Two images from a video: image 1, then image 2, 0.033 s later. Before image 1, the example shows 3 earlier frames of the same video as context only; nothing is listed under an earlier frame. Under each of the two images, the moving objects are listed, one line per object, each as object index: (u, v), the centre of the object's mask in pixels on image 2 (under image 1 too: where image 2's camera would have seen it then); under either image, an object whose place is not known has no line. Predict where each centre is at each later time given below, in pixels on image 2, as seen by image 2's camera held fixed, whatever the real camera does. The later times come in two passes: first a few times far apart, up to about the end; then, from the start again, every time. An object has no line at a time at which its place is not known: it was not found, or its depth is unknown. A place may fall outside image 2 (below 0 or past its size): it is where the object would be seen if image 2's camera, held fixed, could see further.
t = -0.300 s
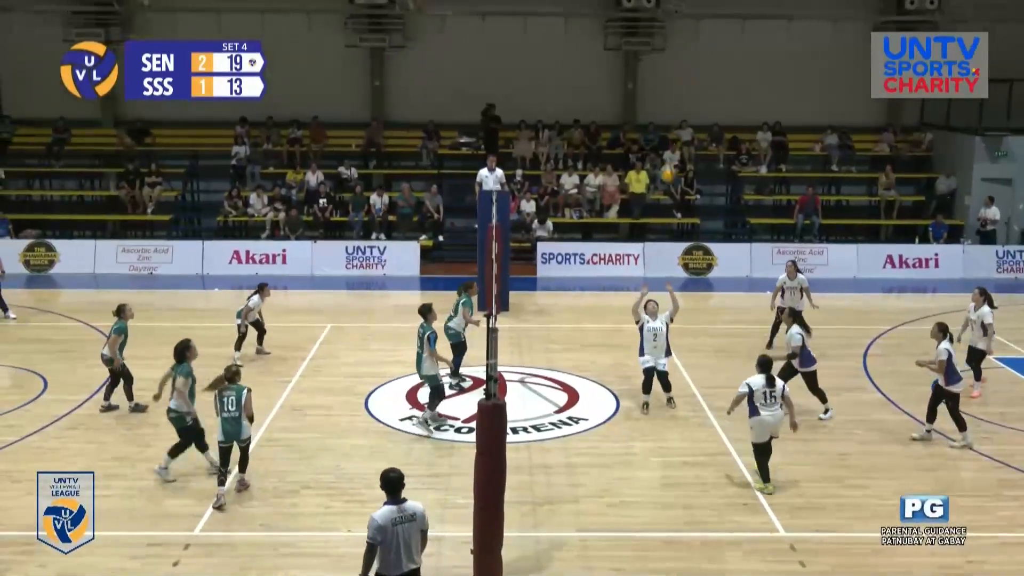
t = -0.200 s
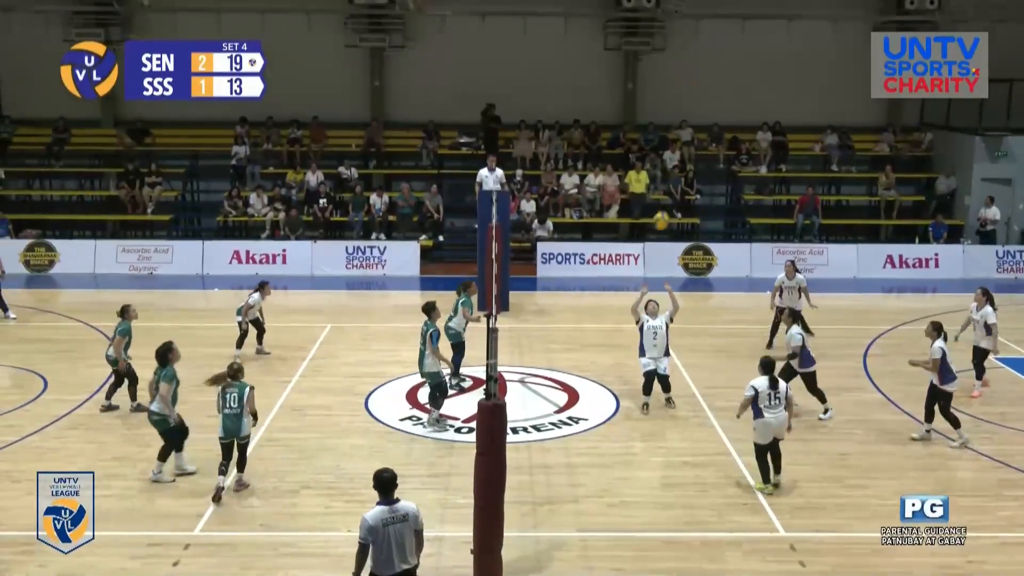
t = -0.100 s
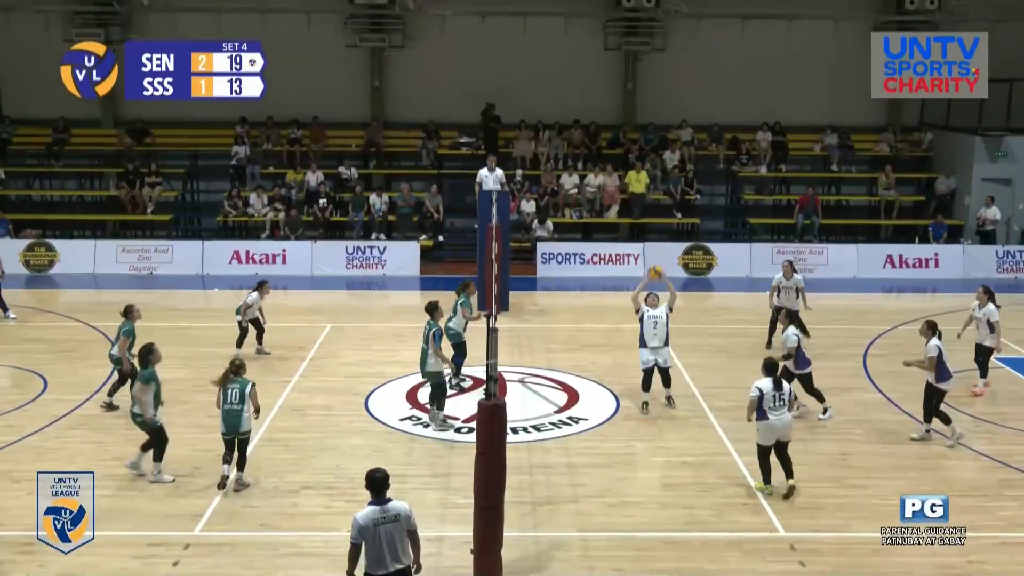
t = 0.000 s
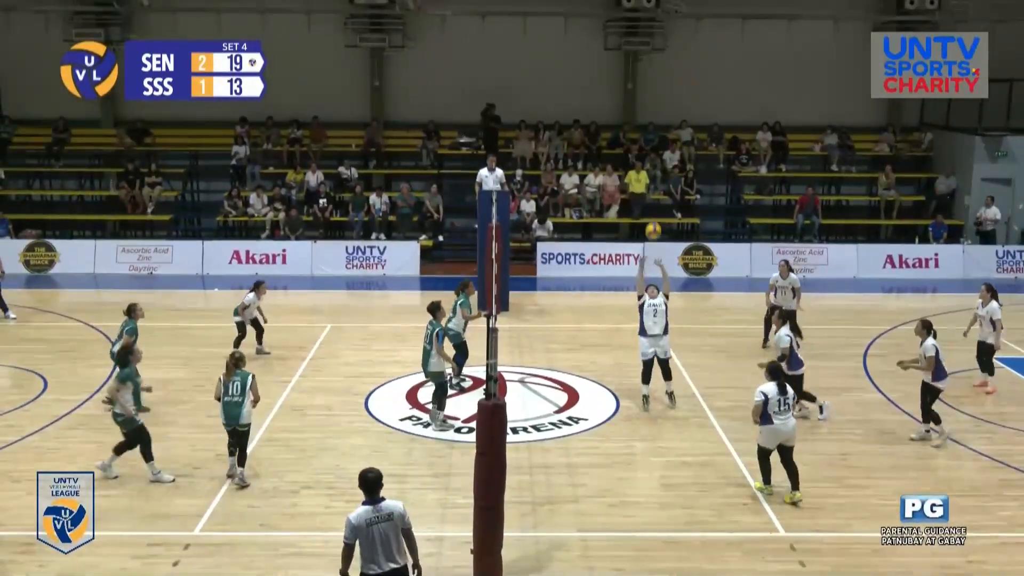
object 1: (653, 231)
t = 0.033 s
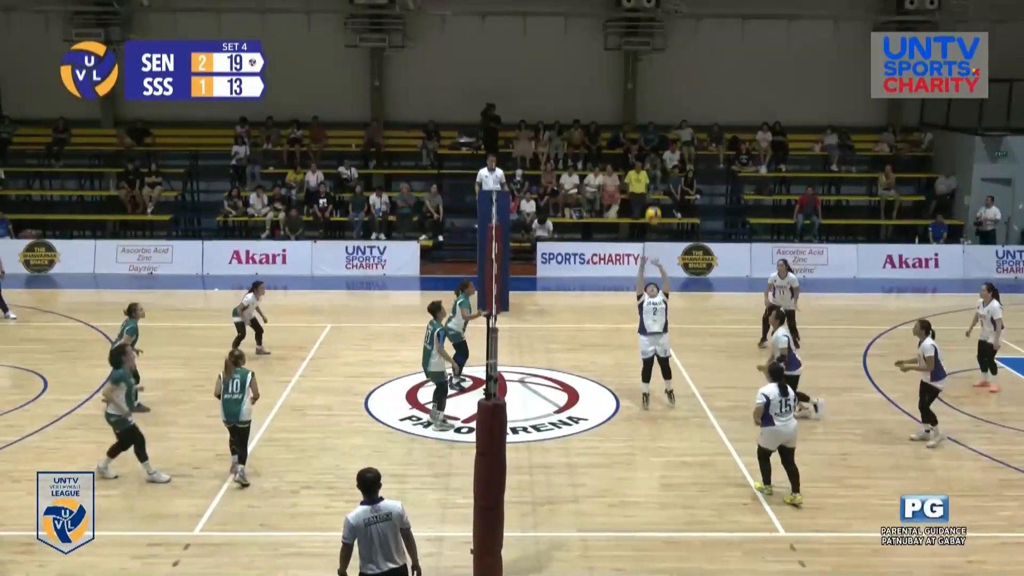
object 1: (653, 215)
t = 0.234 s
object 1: (651, 132)
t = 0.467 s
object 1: (648, 67)
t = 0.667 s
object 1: (642, 44)
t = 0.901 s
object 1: (635, 59)
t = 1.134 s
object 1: (626, 126)
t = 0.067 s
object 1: (653, 199)
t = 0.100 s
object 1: (654, 186)
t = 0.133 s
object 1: (653, 170)
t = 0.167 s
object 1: (653, 156)
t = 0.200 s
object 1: (652, 143)
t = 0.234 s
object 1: (651, 132)
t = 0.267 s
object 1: (651, 120)
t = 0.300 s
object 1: (651, 109)
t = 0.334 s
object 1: (650, 99)
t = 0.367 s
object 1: (650, 90)
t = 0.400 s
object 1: (649, 81)
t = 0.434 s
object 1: (649, 73)
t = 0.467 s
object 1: (648, 67)
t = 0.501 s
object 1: (648, 61)
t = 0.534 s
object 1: (646, 55)
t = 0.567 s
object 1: (645, 51)
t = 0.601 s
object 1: (644, 48)
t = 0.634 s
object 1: (643, 45)
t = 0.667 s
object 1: (642, 44)
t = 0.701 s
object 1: (642, 43)
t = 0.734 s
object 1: (641, 43)
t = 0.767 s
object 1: (640, 45)
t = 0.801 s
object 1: (638, 47)
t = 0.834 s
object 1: (637, 50)
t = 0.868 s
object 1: (636, 54)
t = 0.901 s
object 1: (635, 59)
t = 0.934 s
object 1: (634, 65)
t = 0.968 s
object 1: (633, 73)
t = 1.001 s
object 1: (631, 81)
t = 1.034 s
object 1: (629, 91)
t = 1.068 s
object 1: (628, 101)
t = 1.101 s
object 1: (627, 113)
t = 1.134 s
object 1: (626, 126)
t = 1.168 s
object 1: (624, 139)
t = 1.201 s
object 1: (623, 154)
